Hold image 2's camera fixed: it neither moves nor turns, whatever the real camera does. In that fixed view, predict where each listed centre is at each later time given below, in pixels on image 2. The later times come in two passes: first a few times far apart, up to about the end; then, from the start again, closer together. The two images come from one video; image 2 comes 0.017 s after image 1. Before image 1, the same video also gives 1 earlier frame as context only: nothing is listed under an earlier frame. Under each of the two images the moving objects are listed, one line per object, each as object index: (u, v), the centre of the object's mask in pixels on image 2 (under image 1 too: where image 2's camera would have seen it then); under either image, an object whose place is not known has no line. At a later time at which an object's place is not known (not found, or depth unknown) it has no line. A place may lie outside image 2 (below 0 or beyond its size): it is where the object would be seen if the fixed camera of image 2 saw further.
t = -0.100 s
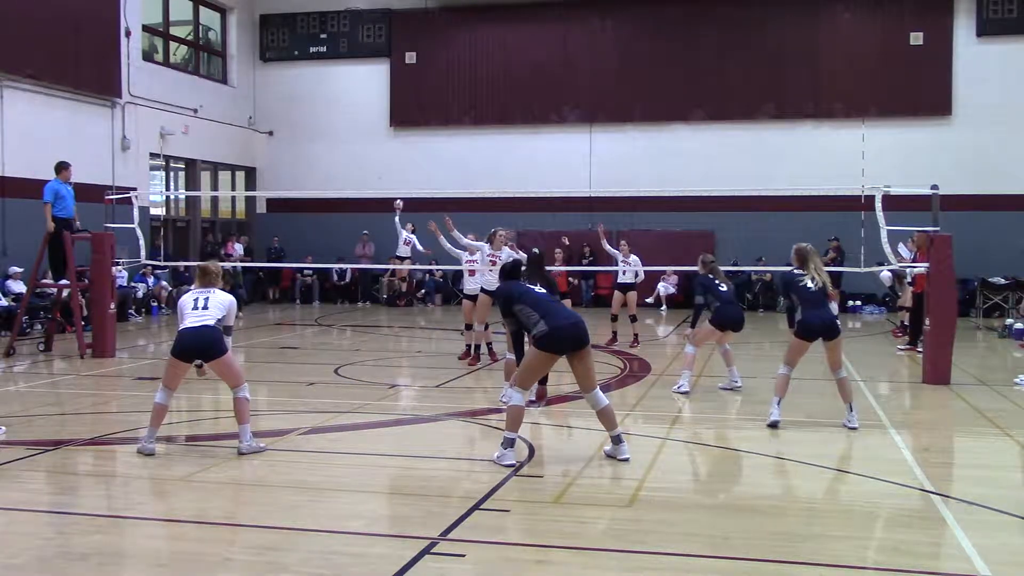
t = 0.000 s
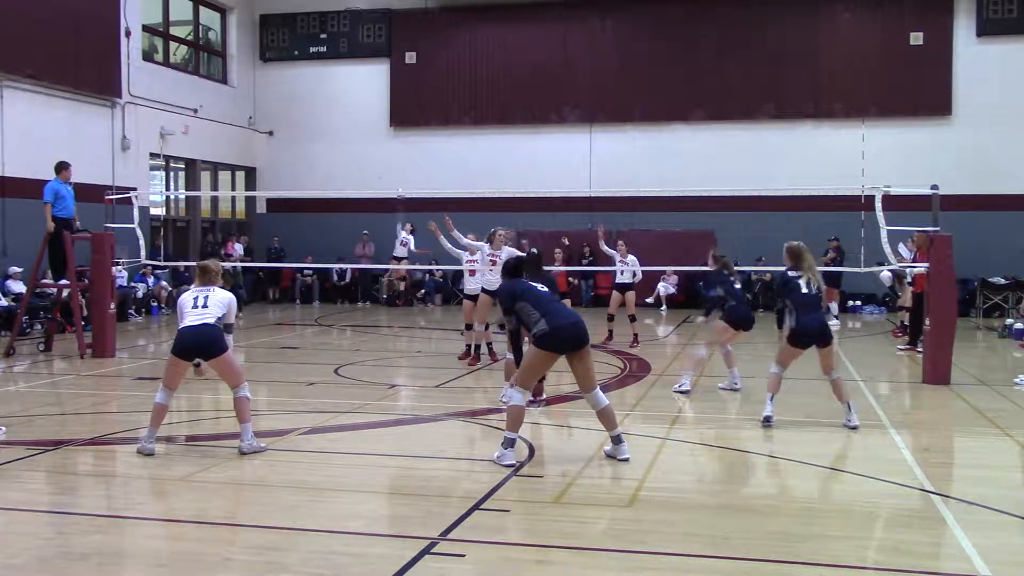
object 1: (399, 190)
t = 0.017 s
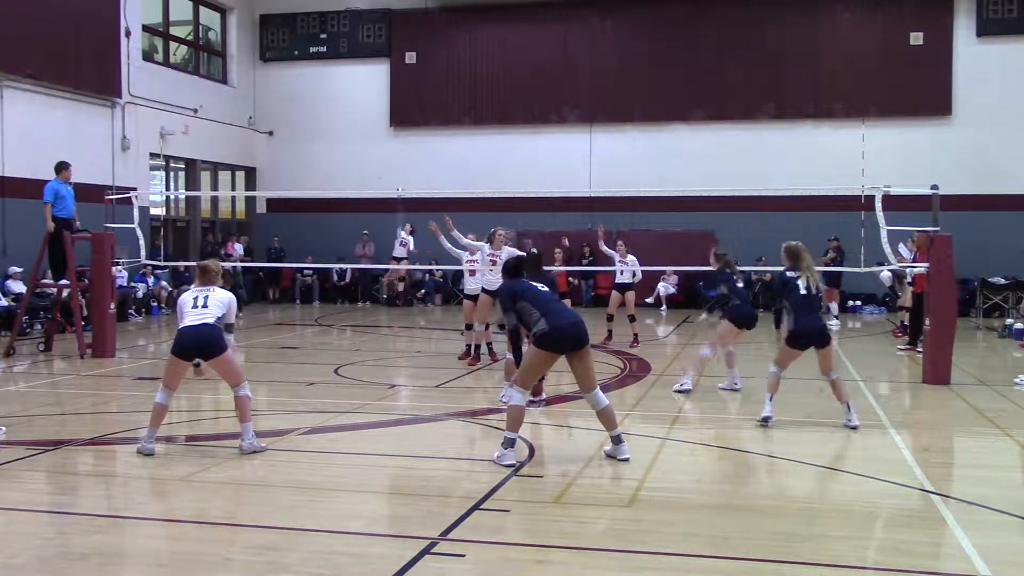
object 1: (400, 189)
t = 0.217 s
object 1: (405, 167)
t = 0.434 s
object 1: (404, 163)
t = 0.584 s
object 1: (405, 175)
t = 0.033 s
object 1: (401, 188)
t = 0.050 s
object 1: (402, 186)
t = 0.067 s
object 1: (402, 184)
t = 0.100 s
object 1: (403, 180)
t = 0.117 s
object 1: (404, 178)
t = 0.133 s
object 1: (404, 176)
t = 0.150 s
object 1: (404, 174)
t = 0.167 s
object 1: (405, 172)
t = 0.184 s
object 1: (405, 170)
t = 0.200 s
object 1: (405, 169)
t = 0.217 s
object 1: (405, 167)
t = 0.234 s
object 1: (405, 166)
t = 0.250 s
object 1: (405, 165)
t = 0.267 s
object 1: (405, 164)
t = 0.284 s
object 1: (405, 163)
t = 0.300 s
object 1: (405, 162)
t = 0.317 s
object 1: (405, 162)
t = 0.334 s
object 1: (405, 162)
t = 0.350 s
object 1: (405, 162)
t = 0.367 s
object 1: (404, 162)
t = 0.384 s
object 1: (404, 162)
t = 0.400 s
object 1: (404, 162)
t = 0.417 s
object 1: (404, 163)
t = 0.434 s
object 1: (404, 163)
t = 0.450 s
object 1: (404, 164)
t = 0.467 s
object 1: (404, 165)
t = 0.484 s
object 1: (404, 165)
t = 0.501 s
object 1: (404, 167)
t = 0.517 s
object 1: (404, 168)
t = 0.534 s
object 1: (404, 169)
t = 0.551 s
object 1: (404, 171)
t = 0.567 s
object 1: (405, 173)
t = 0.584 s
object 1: (405, 175)
